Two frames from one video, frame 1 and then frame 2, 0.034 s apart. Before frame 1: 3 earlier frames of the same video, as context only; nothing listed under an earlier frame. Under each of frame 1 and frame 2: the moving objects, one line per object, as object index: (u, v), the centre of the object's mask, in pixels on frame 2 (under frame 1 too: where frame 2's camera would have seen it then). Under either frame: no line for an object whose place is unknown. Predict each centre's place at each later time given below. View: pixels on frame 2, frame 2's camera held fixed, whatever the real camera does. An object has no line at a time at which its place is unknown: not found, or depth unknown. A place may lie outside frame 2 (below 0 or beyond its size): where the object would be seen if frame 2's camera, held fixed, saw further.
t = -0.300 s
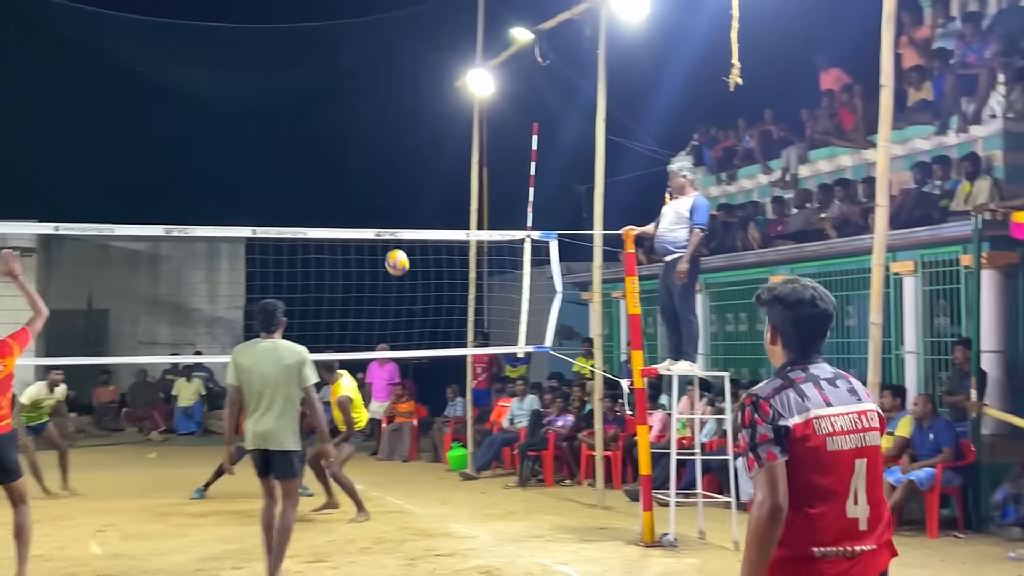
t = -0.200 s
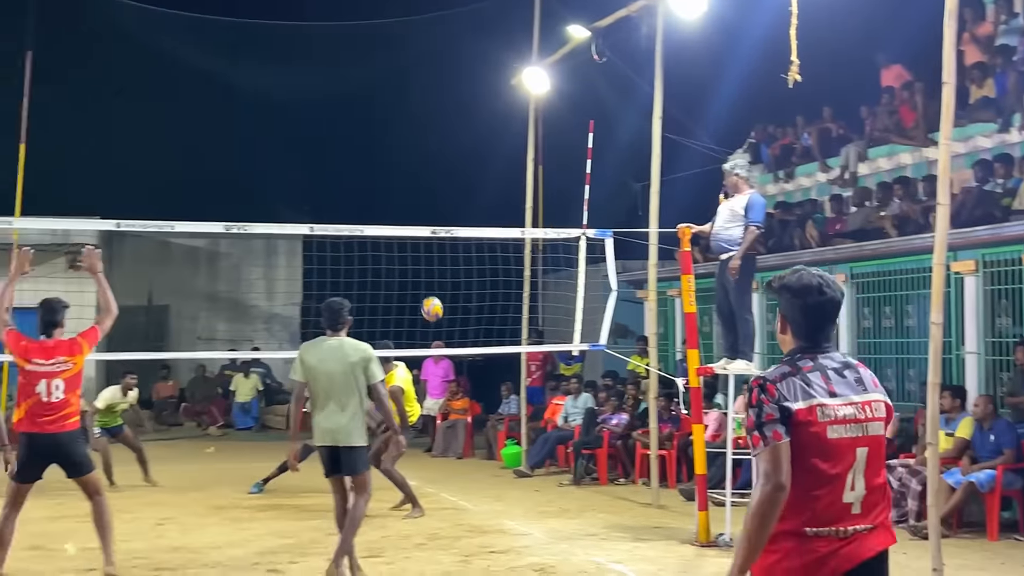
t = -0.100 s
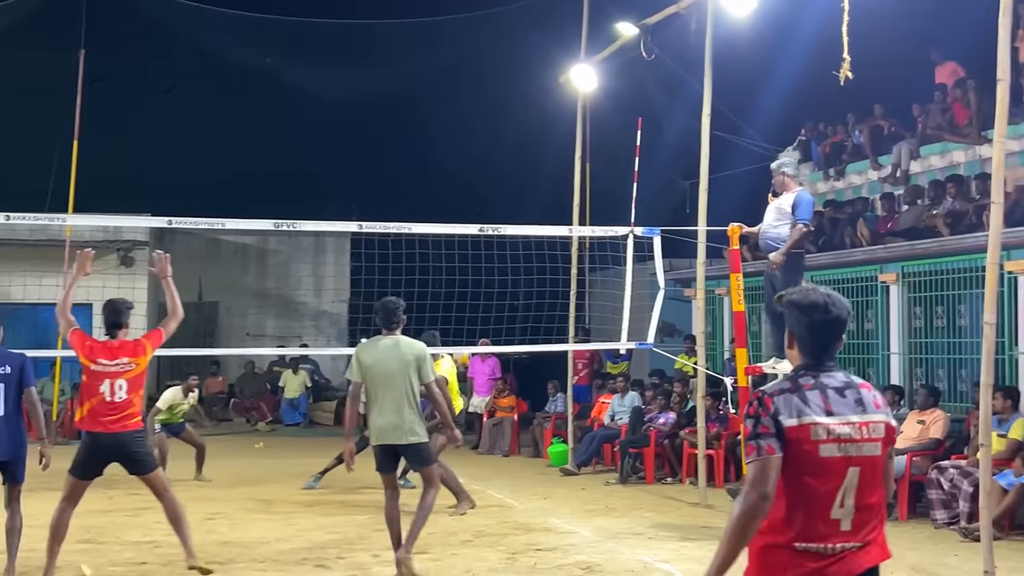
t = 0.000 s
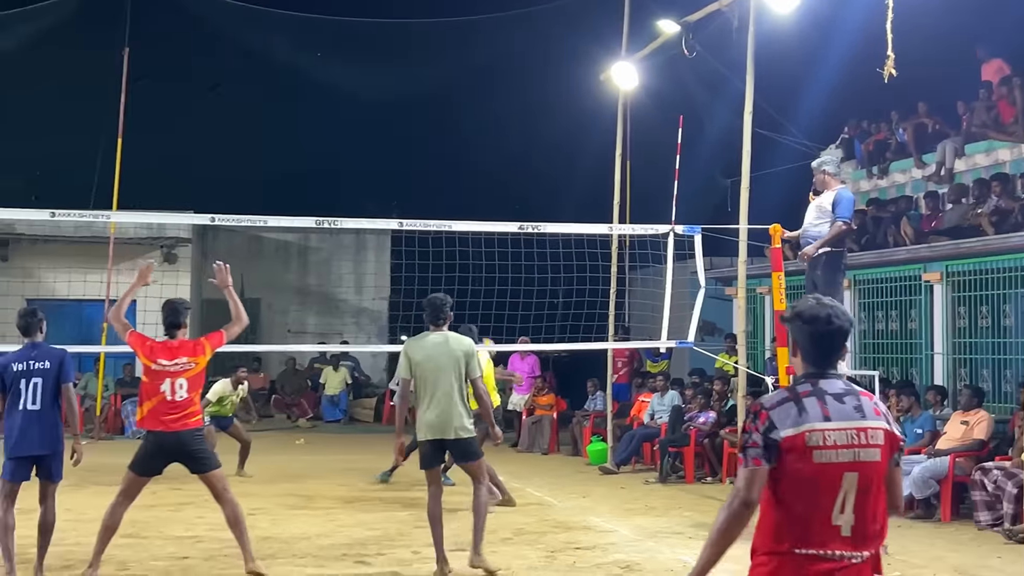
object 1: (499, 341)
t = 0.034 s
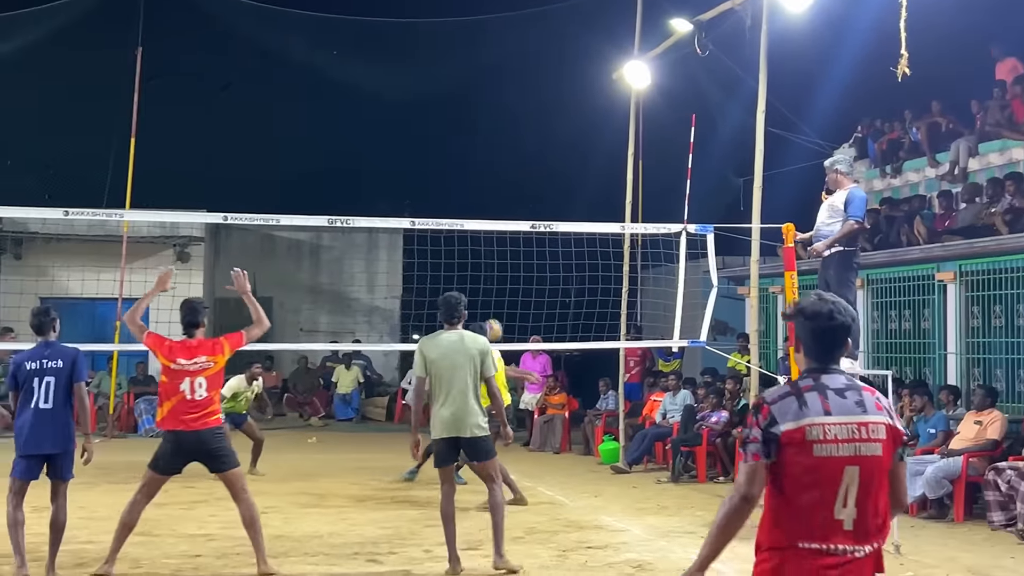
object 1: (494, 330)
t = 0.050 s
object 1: (490, 322)
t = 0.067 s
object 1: (487, 313)
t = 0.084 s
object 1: (484, 305)
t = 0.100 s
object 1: (482, 297)
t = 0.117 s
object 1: (479, 289)
